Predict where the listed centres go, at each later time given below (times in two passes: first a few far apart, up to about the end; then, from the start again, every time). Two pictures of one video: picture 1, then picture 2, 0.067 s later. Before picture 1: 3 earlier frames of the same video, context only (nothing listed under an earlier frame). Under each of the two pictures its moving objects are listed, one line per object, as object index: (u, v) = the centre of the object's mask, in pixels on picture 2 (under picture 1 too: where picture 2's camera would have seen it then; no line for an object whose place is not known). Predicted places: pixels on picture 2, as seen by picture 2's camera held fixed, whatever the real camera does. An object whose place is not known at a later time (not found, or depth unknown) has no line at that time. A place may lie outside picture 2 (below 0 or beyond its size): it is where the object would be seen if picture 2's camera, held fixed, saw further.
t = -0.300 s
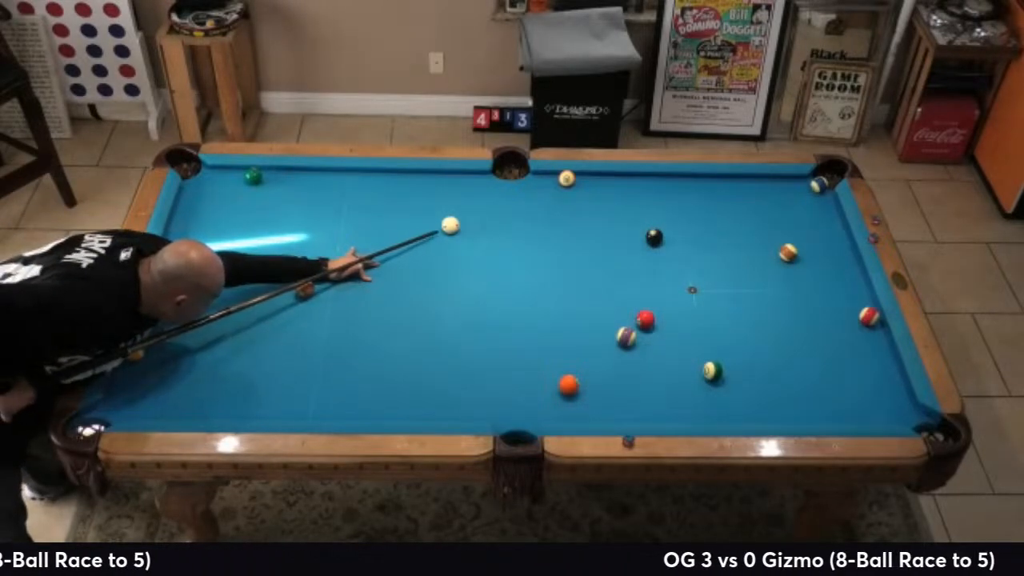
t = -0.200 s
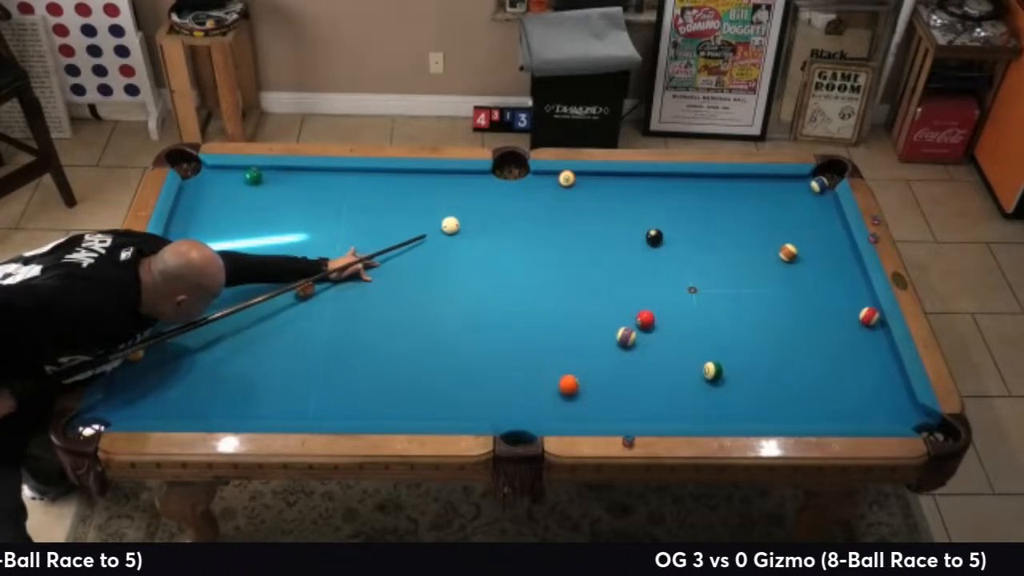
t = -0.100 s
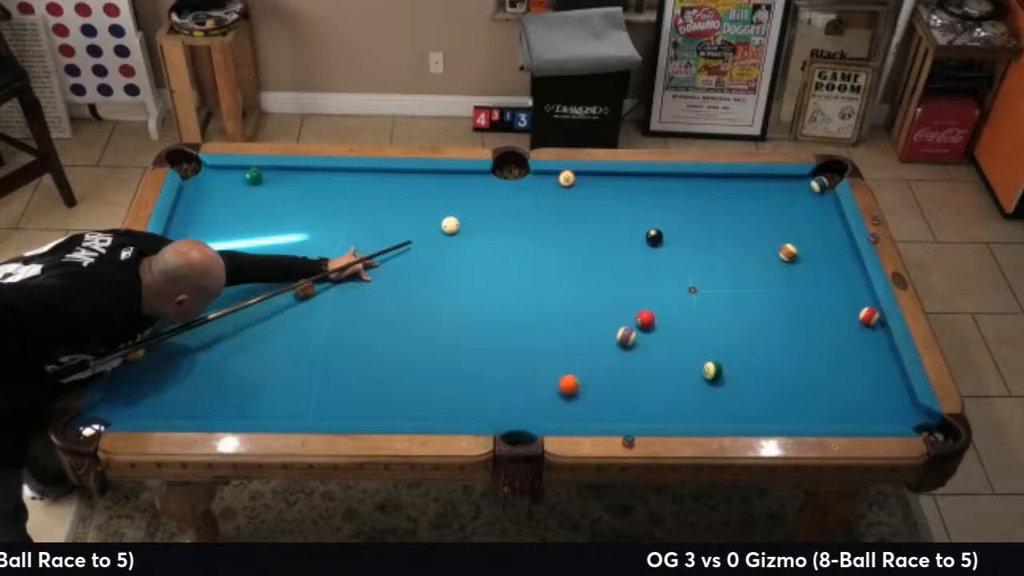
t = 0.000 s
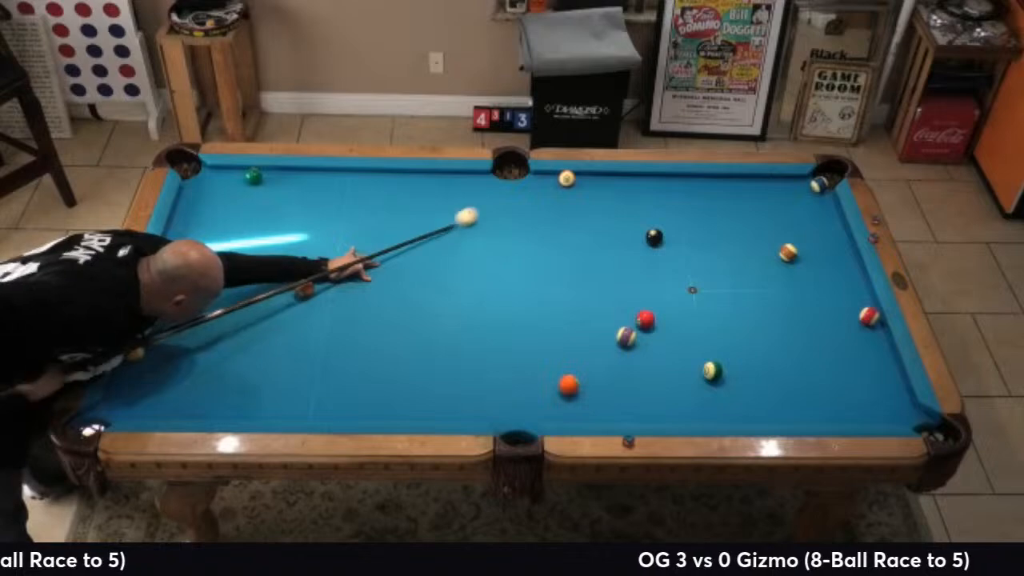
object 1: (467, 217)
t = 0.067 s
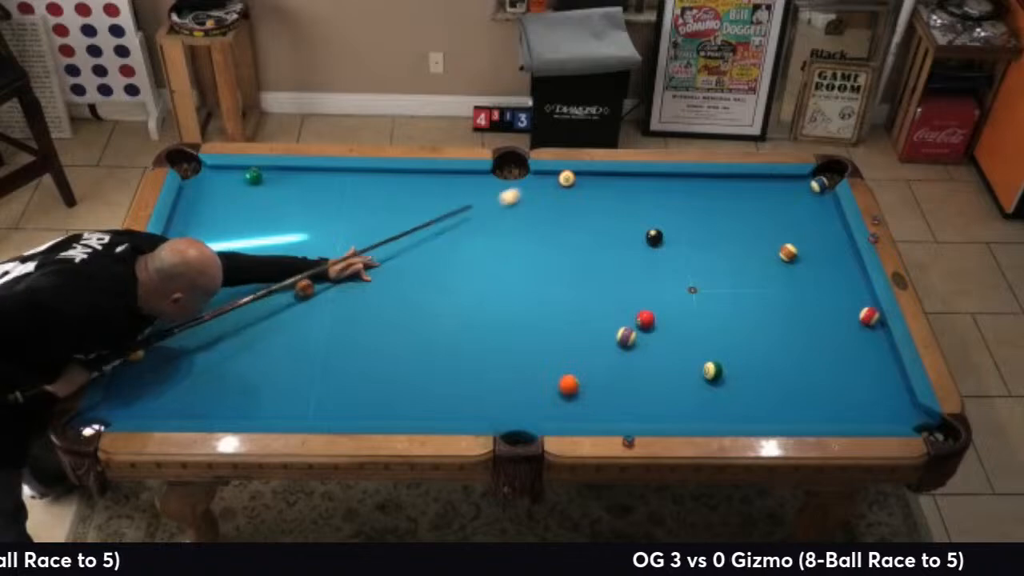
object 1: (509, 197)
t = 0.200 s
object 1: (544, 183)
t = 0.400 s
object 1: (521, 211)
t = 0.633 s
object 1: (492, 245)
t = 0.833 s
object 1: (466, 275)
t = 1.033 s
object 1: (439, 307)
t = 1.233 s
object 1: (411, 340)
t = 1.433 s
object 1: (382, 373)
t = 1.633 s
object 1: (356, 403)
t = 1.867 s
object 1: (333, 394)
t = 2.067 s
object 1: (323, 375)
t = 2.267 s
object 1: (313, 357)
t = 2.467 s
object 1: (304, 340)
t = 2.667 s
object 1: (297, 325)
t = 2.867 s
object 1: (289, 311)
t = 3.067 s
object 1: (283, 298)
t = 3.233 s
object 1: (277, 286)
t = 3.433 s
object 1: (272, 273)
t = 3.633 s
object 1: (267, 264)
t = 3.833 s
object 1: (264, 255)
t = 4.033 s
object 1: (262, 248)
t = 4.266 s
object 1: (259, 239)
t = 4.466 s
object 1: (257, 232)
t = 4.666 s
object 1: (255, 226)
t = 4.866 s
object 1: (254, 221)
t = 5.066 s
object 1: (253, 218)
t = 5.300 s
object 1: (253, 214)
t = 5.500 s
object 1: (253, 212)
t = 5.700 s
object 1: (254, 211)
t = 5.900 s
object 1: (255, 210)
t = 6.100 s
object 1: (255, 210)
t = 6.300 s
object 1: (255, 210)
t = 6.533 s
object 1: (255, 210)
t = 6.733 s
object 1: (255, 209)
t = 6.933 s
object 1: (255, 209)
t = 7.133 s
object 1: (255, 209)
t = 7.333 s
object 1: (255, 209)
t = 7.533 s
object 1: (255, 209)
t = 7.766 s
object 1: (255, 209)
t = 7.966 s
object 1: (255, 209)
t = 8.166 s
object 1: (255, 209)
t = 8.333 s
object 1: (255, 209)
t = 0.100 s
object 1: (529, 188)
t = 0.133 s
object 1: (548, 178)
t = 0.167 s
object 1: (548, 178)
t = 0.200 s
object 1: (544, 183)
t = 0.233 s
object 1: (540, 188)
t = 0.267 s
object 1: (536, 193)
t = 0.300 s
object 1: (533, 197)
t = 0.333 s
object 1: (529, 202)
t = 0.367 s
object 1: (525, 206)
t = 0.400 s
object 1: (521, 211)
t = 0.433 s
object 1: (517, 216)
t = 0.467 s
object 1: (513, 221)
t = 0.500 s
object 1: (508, 225)
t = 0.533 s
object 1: (505, 230)
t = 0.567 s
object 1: (501, 235)
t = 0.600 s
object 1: (500, 235)
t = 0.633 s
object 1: (492, 245)
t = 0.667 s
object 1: (488, 250)
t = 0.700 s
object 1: (484, 254)
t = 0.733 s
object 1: (479, 260)
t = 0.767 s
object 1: (475, 265)
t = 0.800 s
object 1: (471, 270)
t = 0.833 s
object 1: (466, 275)
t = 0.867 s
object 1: (462, 280)
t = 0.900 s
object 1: (457, 285)
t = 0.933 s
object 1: (453, 291)
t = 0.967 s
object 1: (449, 296)
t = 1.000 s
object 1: (444, 301)
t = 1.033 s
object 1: (439, 307)
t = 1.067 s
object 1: (435, 312)
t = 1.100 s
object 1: (430, 317)
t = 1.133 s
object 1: (425, 323)
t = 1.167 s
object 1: (420, 328)
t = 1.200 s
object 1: (416, 334)
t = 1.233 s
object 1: (411, 340)
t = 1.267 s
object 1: (407, 345)
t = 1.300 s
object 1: (402, 350)
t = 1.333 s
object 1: (397, 356)
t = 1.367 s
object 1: (392, 362)
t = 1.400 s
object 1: (387, 368)
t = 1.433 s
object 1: (382, 373)
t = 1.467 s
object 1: (377, 379)
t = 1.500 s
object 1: (372, 385)
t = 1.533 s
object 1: (367, 391)
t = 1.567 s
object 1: (362, 397)
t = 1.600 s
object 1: (357, 402)
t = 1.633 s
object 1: (356, 403)
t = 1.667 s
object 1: (347, 412)
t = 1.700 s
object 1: (343, 411)
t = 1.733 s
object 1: (341, 408)
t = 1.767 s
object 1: (339, 405)
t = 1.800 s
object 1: (337, 401)
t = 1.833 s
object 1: (335, 398)
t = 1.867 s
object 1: (333, 394)
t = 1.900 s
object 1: (331, 390)
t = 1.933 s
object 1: (330, 387)
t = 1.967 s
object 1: (328, 384)
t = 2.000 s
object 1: (326, 381)
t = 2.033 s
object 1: (325, 378)
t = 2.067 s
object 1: (323, 375)
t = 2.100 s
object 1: (321, 371)
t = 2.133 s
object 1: (320, 368)
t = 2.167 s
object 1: (318, 365)
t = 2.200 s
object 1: (316, 363)
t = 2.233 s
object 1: (315, 360)
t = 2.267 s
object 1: (313, 357)
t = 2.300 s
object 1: (312, 354)
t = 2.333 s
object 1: (310, 351)
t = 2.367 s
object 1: (309, 348)
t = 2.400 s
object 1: (307, 346)
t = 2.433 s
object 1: (306, 343)
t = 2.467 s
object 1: (304, 340)
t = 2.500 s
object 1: (303, 338)
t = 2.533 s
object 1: (302, 335)
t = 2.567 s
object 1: (300, 332)
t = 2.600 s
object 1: (299, 330)
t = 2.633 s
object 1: (298, 327)
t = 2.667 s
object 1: (297, 325)
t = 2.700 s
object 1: (295, 322)
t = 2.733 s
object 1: (294, 320)
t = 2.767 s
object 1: (293, 318)
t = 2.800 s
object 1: (291, 316)
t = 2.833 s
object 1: (290, 313)
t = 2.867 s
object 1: (289, 311)
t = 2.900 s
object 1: (288, 309)
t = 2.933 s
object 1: (287, 306)
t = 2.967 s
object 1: (286, 305)
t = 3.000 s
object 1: (285, 302)
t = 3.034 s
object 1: (284, 300)
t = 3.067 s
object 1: (283, 298)
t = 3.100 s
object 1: (282, 296)
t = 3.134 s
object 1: (281, 294)
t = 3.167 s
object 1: (279, 290)
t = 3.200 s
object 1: (278, 288)
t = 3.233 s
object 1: (277, 286)
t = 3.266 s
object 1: (277, 284)
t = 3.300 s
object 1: (276, 282)
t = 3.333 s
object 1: (275, 280)
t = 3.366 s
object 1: (273, 277)
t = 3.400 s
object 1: (273, 275)
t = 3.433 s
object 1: (272, 273)
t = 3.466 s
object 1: (271, 271)
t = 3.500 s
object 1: (270, 270)
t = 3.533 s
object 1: (270, 268)
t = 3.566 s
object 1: (269, 267)
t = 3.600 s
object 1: (268, 265)
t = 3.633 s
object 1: (267, 264)
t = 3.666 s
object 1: (267, 262)
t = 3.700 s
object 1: (267, 260)
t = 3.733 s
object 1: (266, 259)
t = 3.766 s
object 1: (265, 258)
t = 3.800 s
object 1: (265, 256)
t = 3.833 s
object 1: (264, 255)
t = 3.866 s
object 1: (264, 253)
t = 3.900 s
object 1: (263, 252)
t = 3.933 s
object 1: (263, 251)
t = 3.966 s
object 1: (263, 250)
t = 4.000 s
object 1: (262, 249)
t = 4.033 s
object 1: (262, 248)
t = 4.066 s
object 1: (262, 246)
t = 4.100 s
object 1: (261, 244)
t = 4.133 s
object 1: (261, 244)
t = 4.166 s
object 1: (260, 243)
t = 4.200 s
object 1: (260, 241)
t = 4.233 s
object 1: (260, 240)
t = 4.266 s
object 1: (259, 239)
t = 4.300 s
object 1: (259, 237)
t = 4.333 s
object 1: (258, 236)
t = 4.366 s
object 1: (258, 234)
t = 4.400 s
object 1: (257, 234)
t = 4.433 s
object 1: (257, 233)
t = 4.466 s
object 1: (257, 232)
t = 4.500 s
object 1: (256, 232)
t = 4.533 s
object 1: (256, 231)
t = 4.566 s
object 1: (256, 229)
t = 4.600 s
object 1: (255, 228)
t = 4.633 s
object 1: (255, 227)
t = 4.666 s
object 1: (255, 226)
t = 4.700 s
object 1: (254, 225)
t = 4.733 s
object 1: (254, 225)
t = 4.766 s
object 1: (254, 224)
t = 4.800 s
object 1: (254, 223)
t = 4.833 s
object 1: (254, 222)
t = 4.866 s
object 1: (254, 221)
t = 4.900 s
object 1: (254, 221)
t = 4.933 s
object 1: (254, 220)
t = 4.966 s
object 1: (253, 220)
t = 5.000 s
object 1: (253, 220)
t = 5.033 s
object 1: (253, 219)
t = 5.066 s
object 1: (253, 218)
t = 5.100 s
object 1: (253, 218)
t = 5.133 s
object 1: (253, 217)
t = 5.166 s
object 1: (253, 216)
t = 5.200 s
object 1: (253, 216)
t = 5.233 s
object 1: (253, 215)
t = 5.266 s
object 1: (253, 214)
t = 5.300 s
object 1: (253, 214)
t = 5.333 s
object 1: (253, 214)
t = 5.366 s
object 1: (253, 214)
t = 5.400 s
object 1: (253, 213)
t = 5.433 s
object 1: (253, 213)
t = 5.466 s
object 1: (253, 212)
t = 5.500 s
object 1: (253, 212)
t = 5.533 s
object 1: (253, 212)
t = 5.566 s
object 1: (253, 212)
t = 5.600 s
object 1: (254, 211)
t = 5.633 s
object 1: (254, 211)
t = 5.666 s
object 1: (254, 211)
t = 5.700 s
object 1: (254, 211)
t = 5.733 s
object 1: (254, 211)
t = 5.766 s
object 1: (254, 210)
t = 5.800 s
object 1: (254, 210)
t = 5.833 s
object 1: (254, 210)
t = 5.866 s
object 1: (255, 210)
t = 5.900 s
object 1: (255, 210)
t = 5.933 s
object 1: (255, 210)
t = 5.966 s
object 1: (255, 210)
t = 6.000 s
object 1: (255, 210)
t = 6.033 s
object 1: (255, 210)
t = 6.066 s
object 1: (255, 210)
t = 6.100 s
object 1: (255, 210)
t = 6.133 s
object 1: (255, 210)
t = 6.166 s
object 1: (255, 210)
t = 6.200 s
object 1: (255, 210)
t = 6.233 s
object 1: (255, 210)
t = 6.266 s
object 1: (255, 210)
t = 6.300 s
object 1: (255, 210)
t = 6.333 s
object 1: (255, 210)
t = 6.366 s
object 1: (255, 210)
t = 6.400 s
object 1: (255, 210)
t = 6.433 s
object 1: (255, 210)
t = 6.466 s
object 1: (255, 210)
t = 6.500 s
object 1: (255, 210)
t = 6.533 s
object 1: (255, 210)
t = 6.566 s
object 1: (255, 209)
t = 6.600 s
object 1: (255, 209)
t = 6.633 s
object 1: (255, 209)
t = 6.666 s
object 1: (255, 209)
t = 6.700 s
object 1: (255, 209)
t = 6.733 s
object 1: (255, 209)
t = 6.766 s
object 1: (255, 209)
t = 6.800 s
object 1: (255, 209)
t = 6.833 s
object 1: (255, 209)
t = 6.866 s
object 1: (255, 209)
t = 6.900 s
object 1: (255, 209)
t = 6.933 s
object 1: (255, 209)
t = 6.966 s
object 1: (255, 209)
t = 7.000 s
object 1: (255, 209)
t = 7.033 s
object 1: (255, 209)
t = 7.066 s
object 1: (255, 209)
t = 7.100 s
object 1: (255, 209)
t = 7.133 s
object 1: (255, 209)
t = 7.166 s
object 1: (255, 209)
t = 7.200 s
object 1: (255, 209)
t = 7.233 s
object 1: (255, 209)
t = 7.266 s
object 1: (255, 209)
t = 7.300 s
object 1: (255, 209)
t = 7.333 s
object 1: (255, 209)
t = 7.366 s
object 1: (255, 209)
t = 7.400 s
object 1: (255, 209)
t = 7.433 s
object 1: (255, 209)
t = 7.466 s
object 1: (255, 209)
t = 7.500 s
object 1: (255, 209)
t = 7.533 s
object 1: (255, 209)
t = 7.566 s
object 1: (255, 209)
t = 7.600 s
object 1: (255, 209)
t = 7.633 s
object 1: (255, 209)
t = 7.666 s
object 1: (255, 209)
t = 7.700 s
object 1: (255, 209)
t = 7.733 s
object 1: (255, 209)
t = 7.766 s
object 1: (255, 209)
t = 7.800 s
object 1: (255, 209)
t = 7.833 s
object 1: (255, 209)
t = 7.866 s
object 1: (255, 209)
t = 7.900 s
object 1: (255, 209)
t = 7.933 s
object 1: (255, 209)
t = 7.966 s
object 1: (255, 209)
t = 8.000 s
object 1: (255, 209)
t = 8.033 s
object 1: (255, 209)
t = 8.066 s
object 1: (255, 209)
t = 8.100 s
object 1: (255, 209)
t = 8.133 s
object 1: (255, 209)
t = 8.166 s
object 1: (255, 209)
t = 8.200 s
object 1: (255, 209)
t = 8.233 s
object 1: (255, 209)
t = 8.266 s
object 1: (255, 209)
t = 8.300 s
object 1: (255, 209)
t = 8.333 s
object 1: (255, 209)
